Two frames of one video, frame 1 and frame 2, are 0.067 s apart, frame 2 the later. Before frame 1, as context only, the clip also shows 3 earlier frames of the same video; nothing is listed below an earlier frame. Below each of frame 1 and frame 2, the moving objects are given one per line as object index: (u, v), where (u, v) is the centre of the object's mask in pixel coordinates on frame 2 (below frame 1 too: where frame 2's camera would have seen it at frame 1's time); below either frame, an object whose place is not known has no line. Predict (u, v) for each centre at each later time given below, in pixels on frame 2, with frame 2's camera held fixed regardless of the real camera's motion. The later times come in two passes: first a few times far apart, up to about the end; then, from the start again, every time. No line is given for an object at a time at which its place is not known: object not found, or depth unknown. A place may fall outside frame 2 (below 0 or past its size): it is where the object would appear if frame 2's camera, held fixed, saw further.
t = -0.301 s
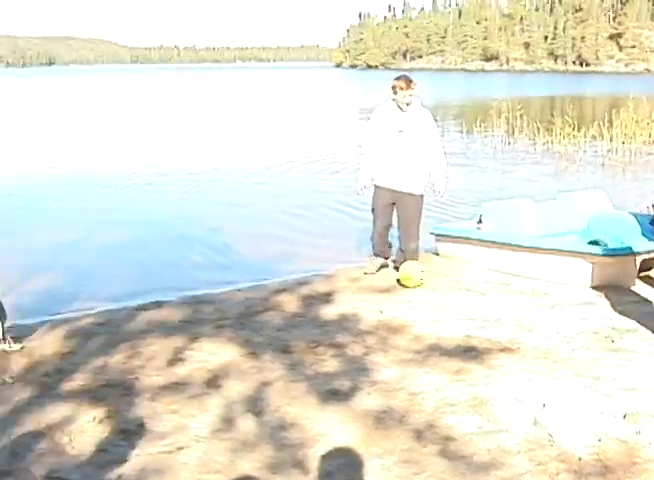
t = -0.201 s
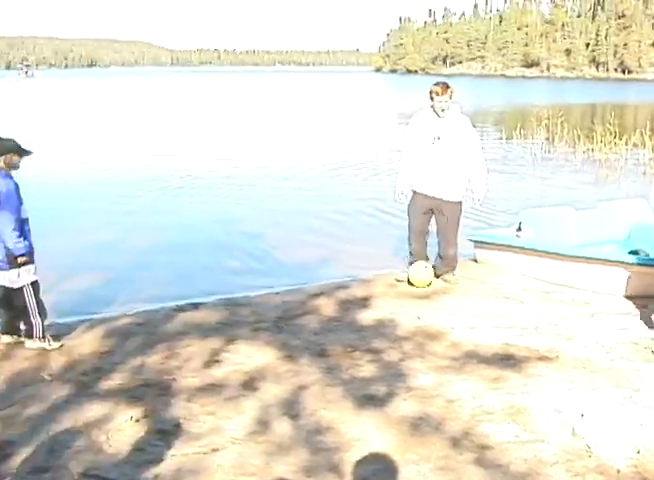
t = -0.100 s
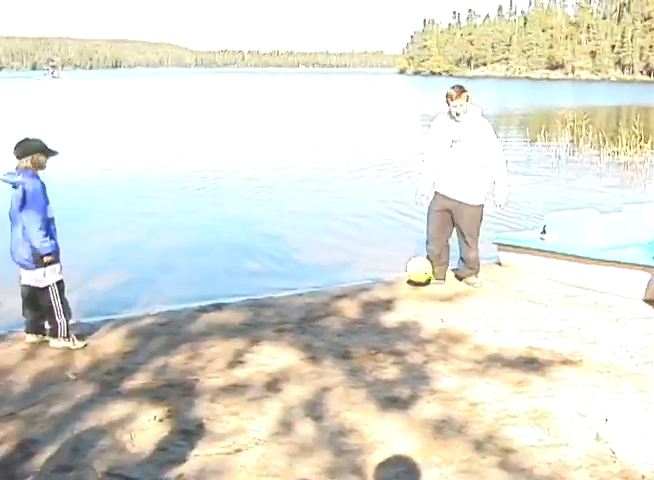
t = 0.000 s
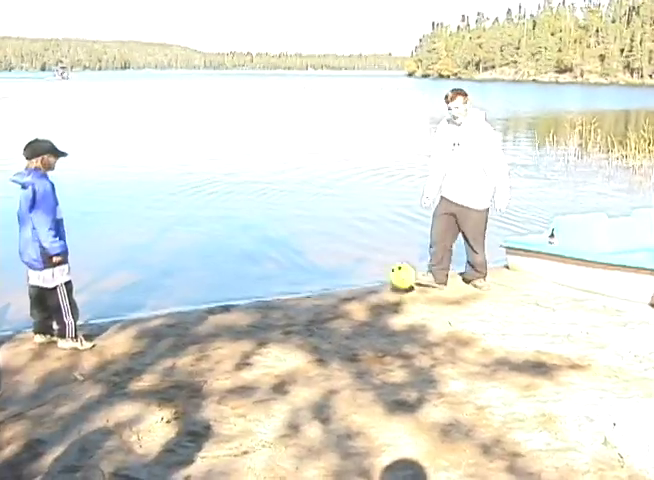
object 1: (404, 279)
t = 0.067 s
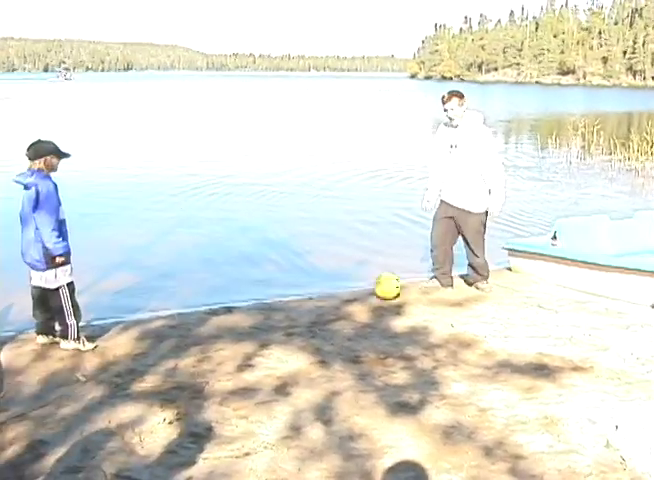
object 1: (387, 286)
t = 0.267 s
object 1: (340, 290)
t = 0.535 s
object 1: (275, 291)
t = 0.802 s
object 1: (215, 295)
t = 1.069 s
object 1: (171, 294)
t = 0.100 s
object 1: (379, 289)
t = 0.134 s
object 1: (371, 287)
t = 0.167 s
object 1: (362, 286)
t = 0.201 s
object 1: (355, 287)
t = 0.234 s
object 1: (348, 289)
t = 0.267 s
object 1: (340, 290)
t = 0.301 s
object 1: (332, 291)
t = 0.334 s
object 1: (323, 293)
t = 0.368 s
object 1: (315, 293)
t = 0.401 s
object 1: (307, 292)
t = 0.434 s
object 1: (298, 292)
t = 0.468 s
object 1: (290, 292)
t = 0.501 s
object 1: (283, 292)
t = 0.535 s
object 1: (275, 291)
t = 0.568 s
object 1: (267, 292)
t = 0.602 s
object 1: (259, 294)
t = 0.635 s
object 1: (251, 294)
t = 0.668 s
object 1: (243, 294)
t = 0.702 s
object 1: (237, 294)
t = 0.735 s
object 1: (228, 294)
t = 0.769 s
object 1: (222, 294)
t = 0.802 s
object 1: (215, 295)
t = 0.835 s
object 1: (208, 295)
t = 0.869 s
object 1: (202, 294)
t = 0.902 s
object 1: (196, 295)
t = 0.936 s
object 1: (189, 295)
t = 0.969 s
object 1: (183, 295)
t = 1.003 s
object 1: (178, 295)
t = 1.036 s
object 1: (174, 293)
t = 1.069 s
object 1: (171, 294)
